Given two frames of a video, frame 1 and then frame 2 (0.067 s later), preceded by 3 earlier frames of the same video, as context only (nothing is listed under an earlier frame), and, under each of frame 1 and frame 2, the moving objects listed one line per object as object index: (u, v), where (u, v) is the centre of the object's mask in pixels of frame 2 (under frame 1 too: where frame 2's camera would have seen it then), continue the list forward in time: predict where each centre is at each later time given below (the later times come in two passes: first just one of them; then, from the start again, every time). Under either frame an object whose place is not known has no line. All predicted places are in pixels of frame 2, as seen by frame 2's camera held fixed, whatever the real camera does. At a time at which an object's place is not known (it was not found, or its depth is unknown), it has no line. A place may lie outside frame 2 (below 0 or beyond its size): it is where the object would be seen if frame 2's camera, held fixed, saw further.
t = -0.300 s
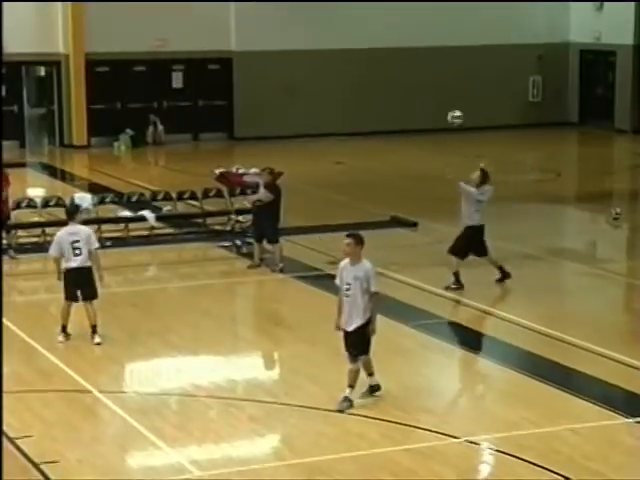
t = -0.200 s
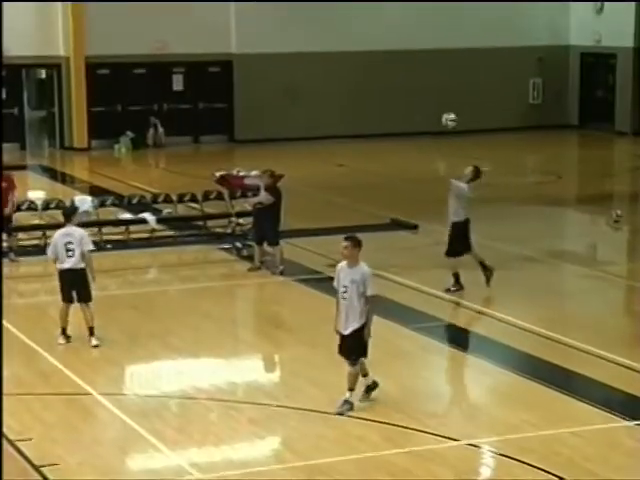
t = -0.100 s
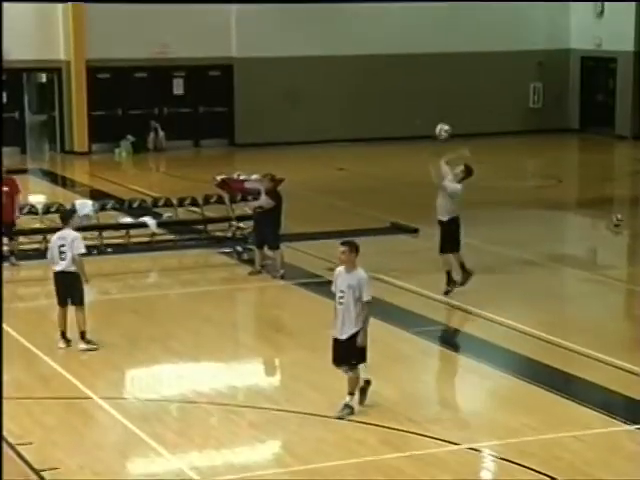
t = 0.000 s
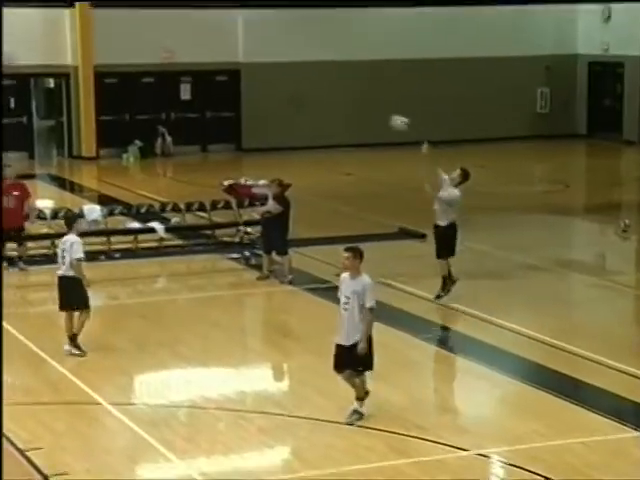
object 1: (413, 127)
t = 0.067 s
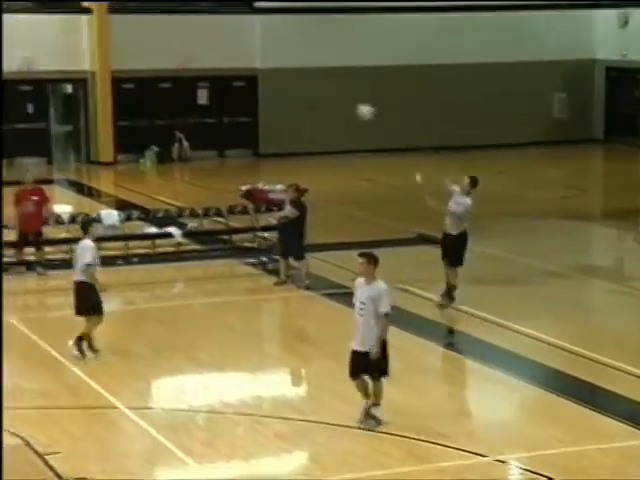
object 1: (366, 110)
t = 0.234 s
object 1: (239, 83)
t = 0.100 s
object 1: (342, 104)
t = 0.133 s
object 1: (316, 97)
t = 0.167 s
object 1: (291, 92)
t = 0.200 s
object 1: (264, 87)
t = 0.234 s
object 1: (239, 83)
